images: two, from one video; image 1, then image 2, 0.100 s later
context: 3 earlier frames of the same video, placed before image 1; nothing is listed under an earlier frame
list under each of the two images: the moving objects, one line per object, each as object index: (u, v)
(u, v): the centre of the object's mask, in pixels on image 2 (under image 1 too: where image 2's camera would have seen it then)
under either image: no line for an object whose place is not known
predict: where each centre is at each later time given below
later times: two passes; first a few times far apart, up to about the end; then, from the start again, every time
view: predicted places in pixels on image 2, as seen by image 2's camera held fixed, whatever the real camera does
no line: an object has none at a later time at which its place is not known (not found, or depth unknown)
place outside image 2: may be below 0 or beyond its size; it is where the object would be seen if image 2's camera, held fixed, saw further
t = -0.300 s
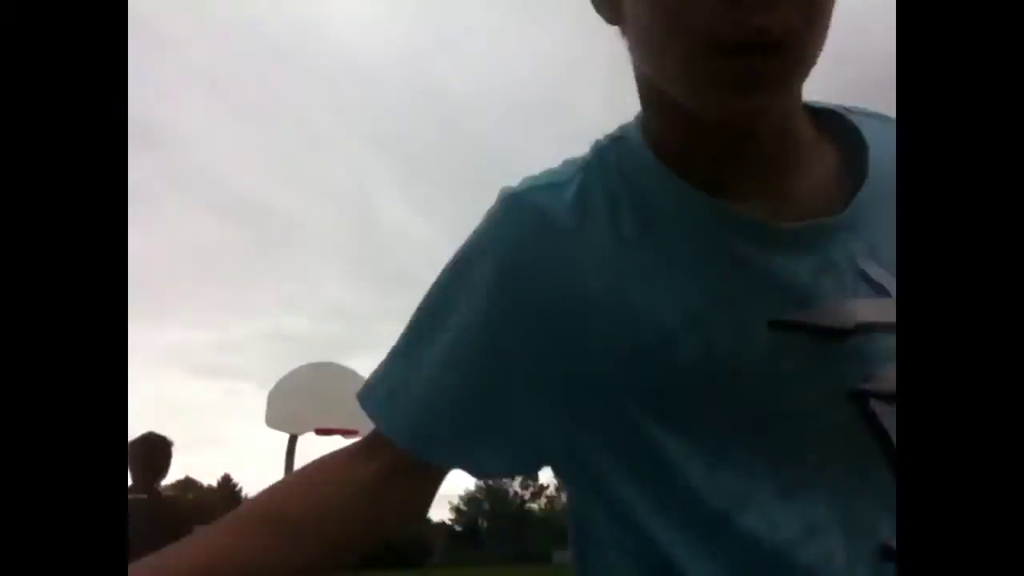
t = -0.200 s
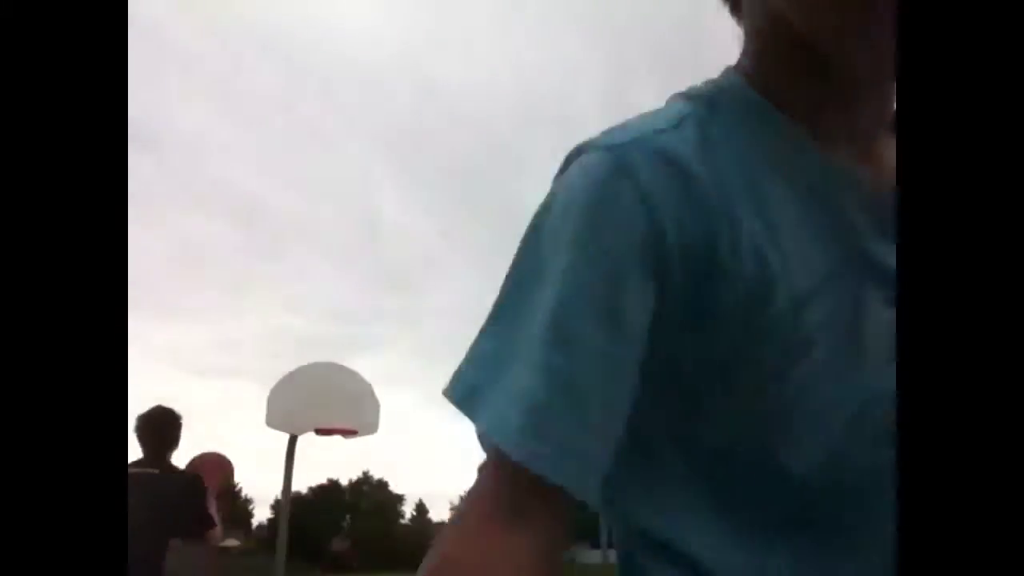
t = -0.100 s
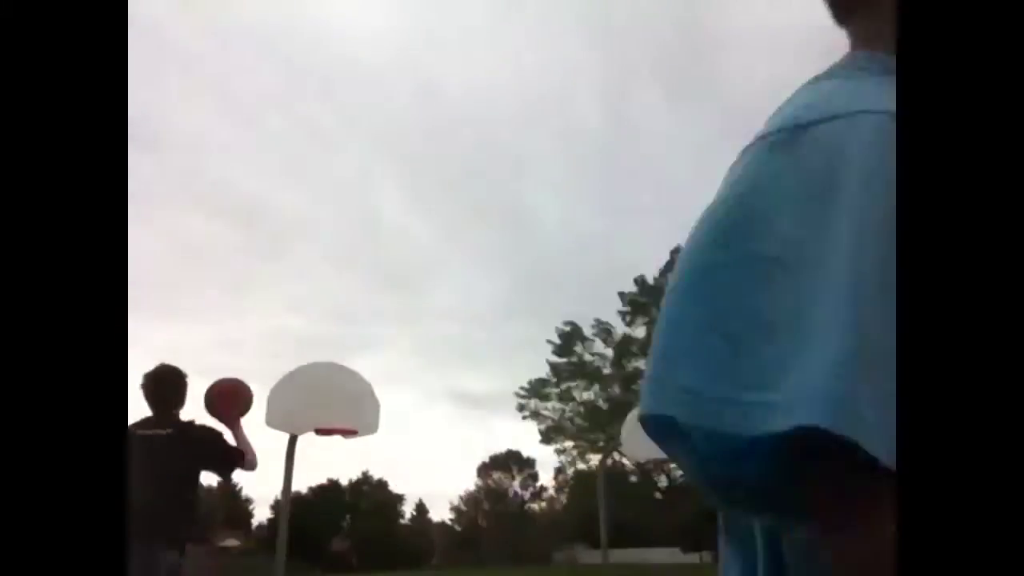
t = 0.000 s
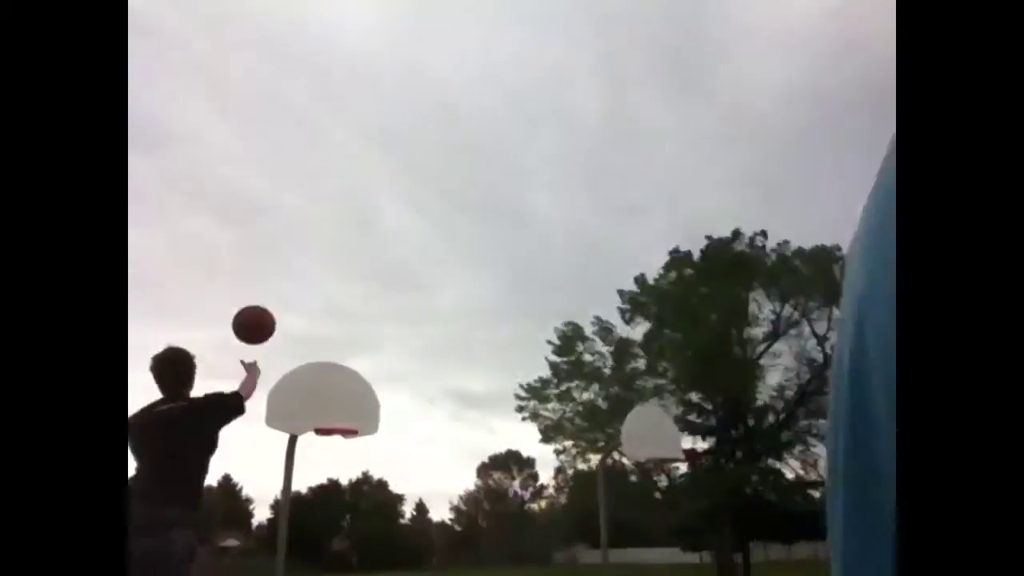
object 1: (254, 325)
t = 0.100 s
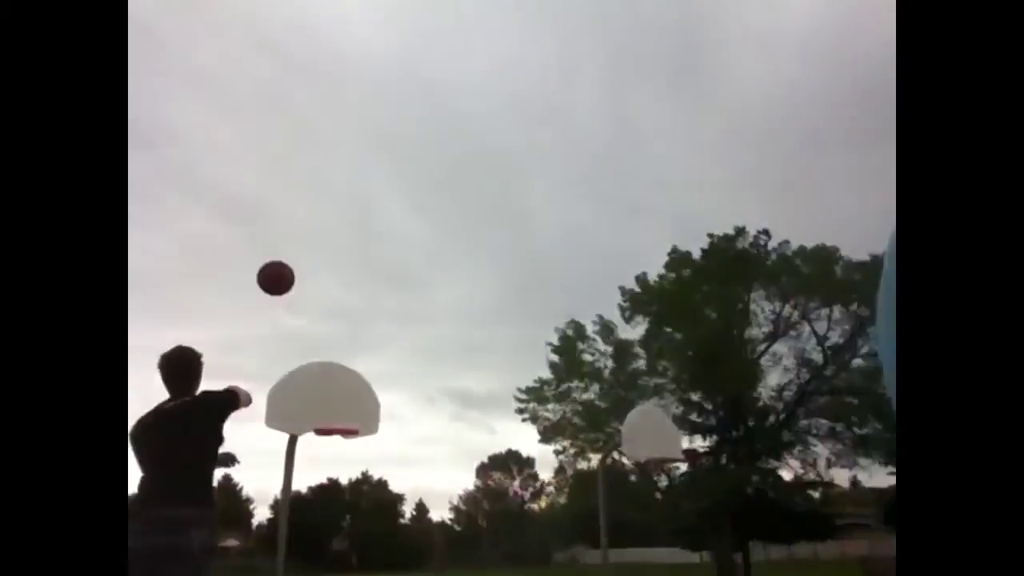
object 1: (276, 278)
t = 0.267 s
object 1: (299, 244)
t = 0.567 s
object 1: (317, 260)
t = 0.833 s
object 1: (319, 329)
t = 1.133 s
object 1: (342, 423)
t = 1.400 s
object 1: (348, 402)
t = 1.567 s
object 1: (359, 414)
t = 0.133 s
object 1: (281, 267)
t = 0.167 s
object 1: (287, 259)
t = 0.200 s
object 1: (292, 253)
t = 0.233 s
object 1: (295, 248)
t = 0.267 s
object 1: (299, 244)
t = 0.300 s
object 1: (303, 241)
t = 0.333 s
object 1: (306, 240)
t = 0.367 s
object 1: (308, 240)
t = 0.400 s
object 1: (310, 241)
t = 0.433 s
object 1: (312, 243)
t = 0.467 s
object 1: (313, 246)
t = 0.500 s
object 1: (315, 250)
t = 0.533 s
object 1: (316, 254)
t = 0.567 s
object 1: (317, 260)
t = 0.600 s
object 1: (318, 266)
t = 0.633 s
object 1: (318, 273)
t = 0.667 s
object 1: (319, 280)
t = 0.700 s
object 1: (319, 289)
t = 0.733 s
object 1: (319, 298)
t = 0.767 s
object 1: (320, 308)
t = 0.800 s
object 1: (319, 318)
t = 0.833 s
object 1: (319, 329)
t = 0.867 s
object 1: (319, 341)
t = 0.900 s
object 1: (318, 353)
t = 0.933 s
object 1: (318, 366)
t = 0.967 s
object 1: (315, 382)
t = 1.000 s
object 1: (322, 388)
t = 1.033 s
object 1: (327, 397)
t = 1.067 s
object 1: (333, 407)
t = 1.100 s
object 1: (338, 419)
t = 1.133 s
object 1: (342, 423)
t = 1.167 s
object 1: (343, 417)
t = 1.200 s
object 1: (344, 412)
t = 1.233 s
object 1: (345, 408)
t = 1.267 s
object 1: (346, 405)
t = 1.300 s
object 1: (346, 403)
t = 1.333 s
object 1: (347, 401)
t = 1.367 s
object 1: (347, 401)
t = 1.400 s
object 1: (348, 402)
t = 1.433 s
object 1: (351, 402)
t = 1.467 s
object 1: (354, 403)
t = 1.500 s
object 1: (355, 406)
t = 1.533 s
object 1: (358, 409)
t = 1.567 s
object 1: (359, 414)
